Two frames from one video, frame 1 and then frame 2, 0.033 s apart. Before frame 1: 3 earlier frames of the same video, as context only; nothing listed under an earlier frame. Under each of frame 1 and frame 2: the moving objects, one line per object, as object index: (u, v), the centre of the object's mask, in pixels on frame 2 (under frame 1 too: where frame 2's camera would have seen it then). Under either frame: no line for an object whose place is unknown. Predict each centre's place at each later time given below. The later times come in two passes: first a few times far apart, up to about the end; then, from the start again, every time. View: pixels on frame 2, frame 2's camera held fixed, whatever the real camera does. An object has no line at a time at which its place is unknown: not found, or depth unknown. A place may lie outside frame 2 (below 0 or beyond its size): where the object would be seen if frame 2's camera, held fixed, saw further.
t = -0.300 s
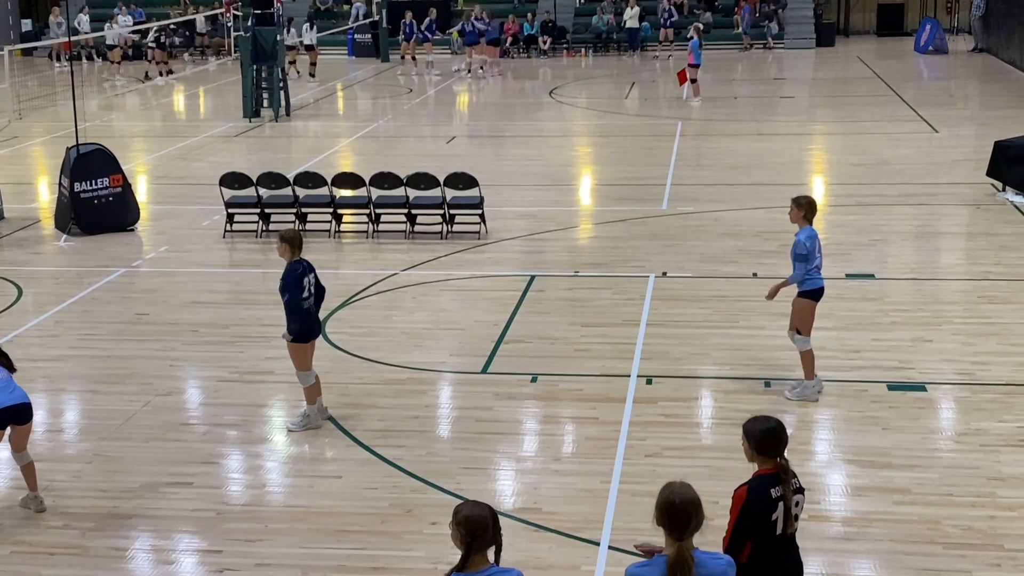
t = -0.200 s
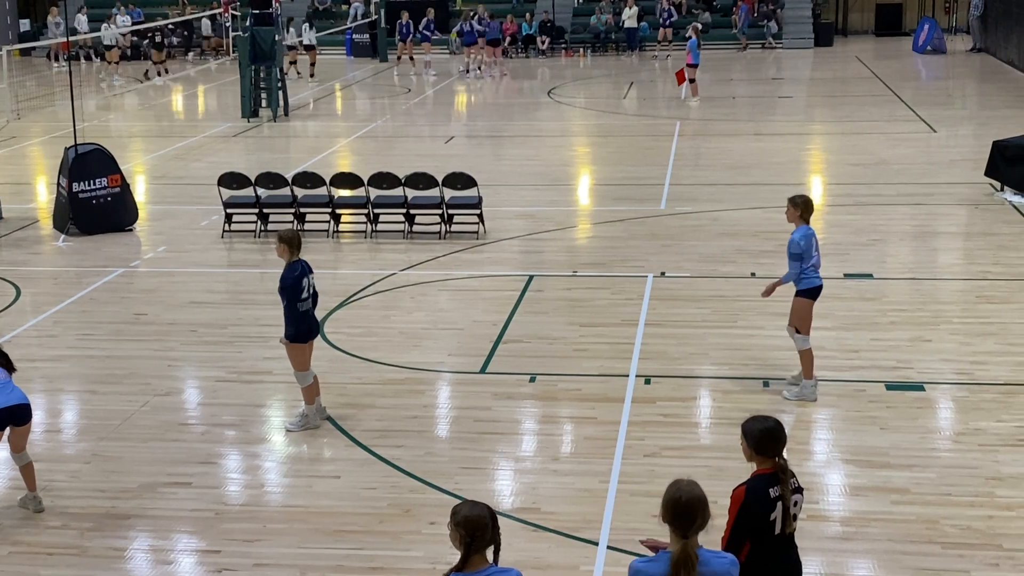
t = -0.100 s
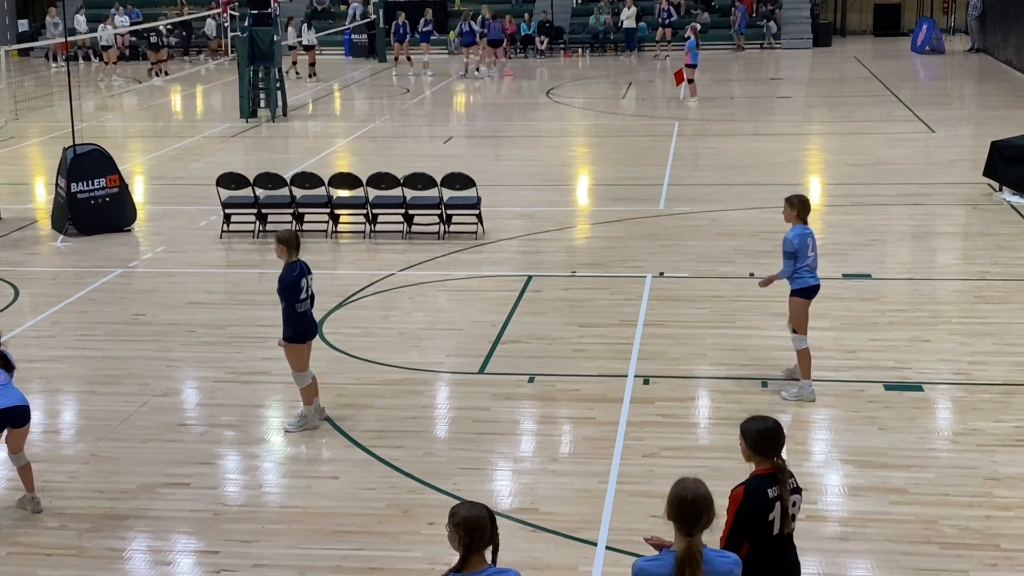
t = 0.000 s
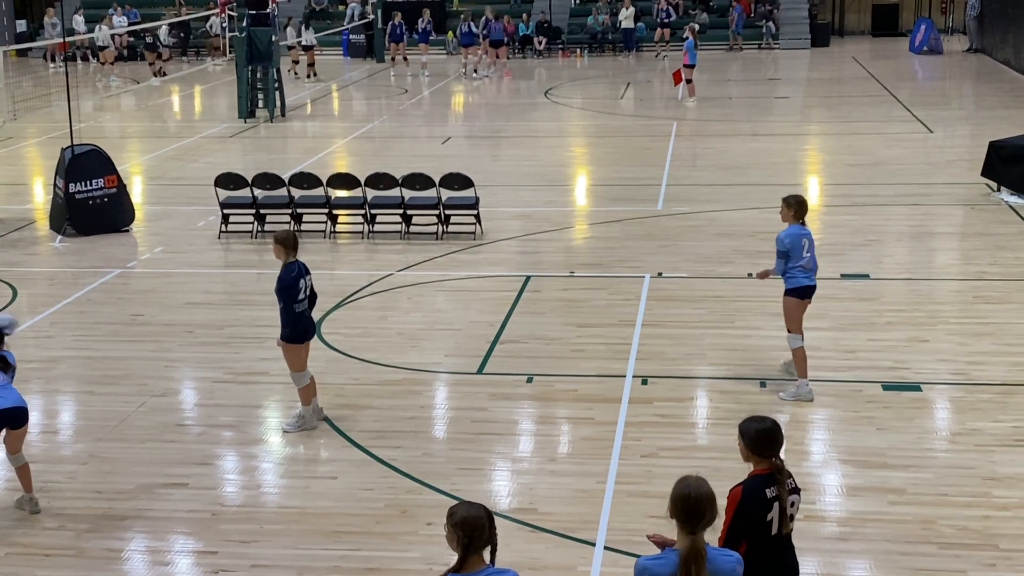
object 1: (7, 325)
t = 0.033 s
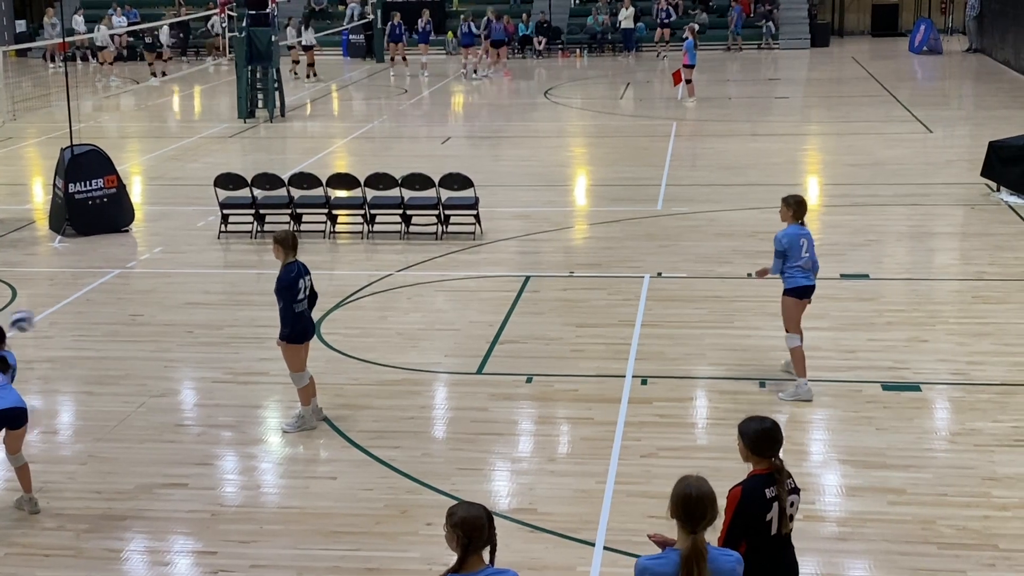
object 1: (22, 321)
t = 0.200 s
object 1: (108, 318)
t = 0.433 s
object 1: (227, 341)
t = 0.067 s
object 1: (39, 317)
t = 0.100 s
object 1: (56, 317)
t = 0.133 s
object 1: (75, 316)
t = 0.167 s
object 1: (92, 317)
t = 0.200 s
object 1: (108, 318)
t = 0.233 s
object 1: (126, 321)
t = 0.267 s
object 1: (144, 325)
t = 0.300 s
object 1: (162, 332)
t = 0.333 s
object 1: (178, 339)
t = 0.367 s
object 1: (195, 346)
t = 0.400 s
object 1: (212, 350)
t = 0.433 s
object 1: (227, 341)
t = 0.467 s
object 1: (242, 334)
